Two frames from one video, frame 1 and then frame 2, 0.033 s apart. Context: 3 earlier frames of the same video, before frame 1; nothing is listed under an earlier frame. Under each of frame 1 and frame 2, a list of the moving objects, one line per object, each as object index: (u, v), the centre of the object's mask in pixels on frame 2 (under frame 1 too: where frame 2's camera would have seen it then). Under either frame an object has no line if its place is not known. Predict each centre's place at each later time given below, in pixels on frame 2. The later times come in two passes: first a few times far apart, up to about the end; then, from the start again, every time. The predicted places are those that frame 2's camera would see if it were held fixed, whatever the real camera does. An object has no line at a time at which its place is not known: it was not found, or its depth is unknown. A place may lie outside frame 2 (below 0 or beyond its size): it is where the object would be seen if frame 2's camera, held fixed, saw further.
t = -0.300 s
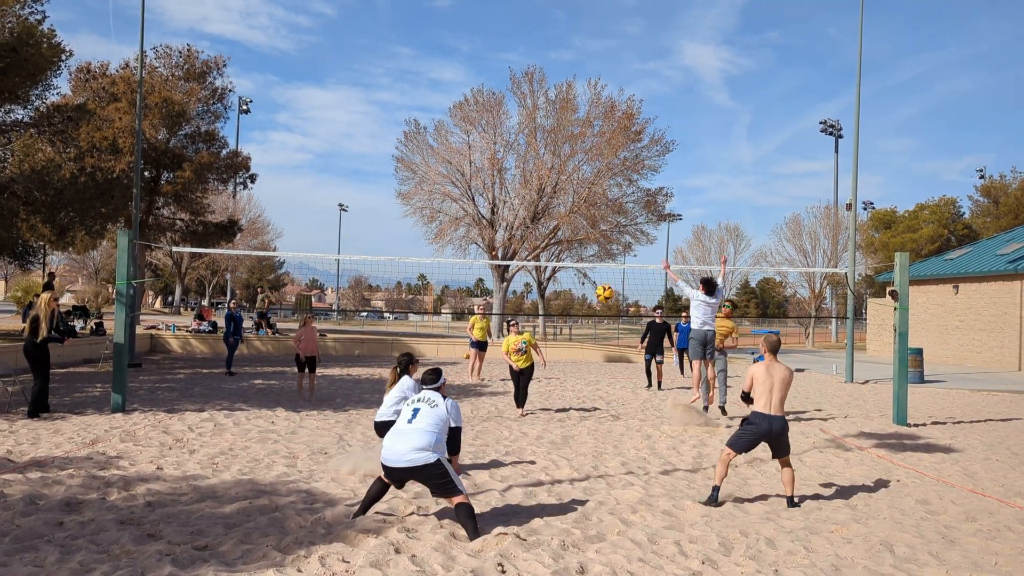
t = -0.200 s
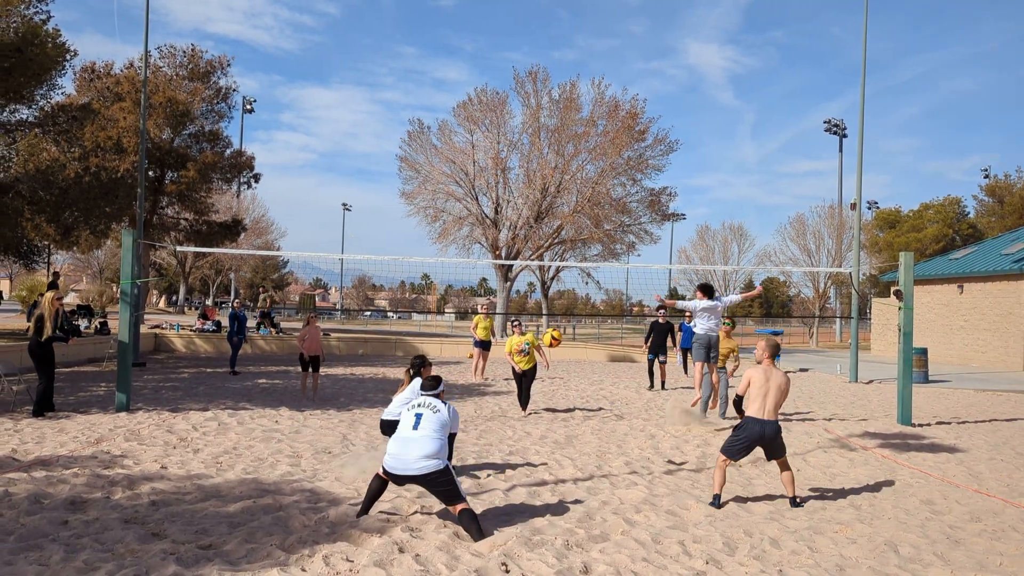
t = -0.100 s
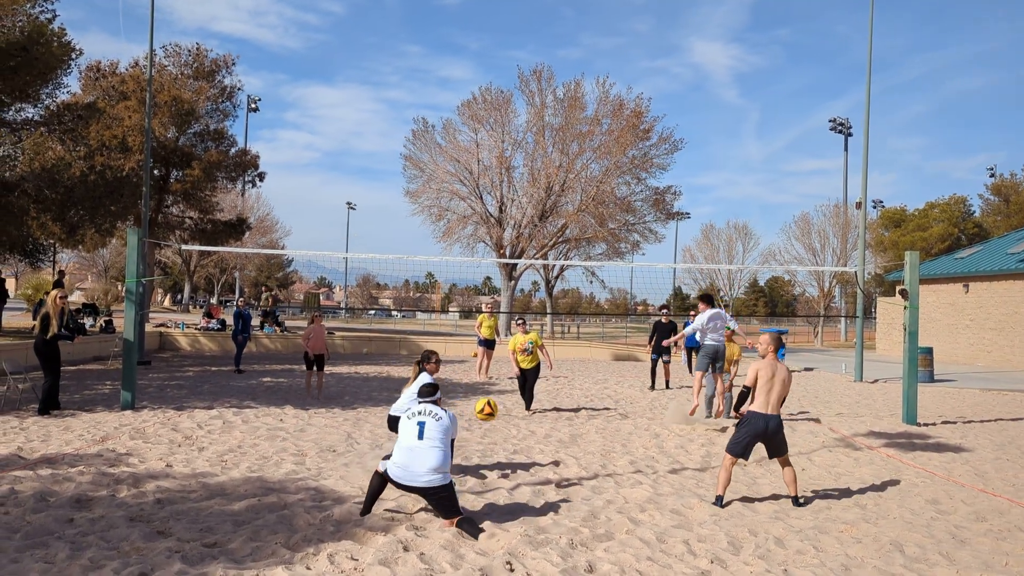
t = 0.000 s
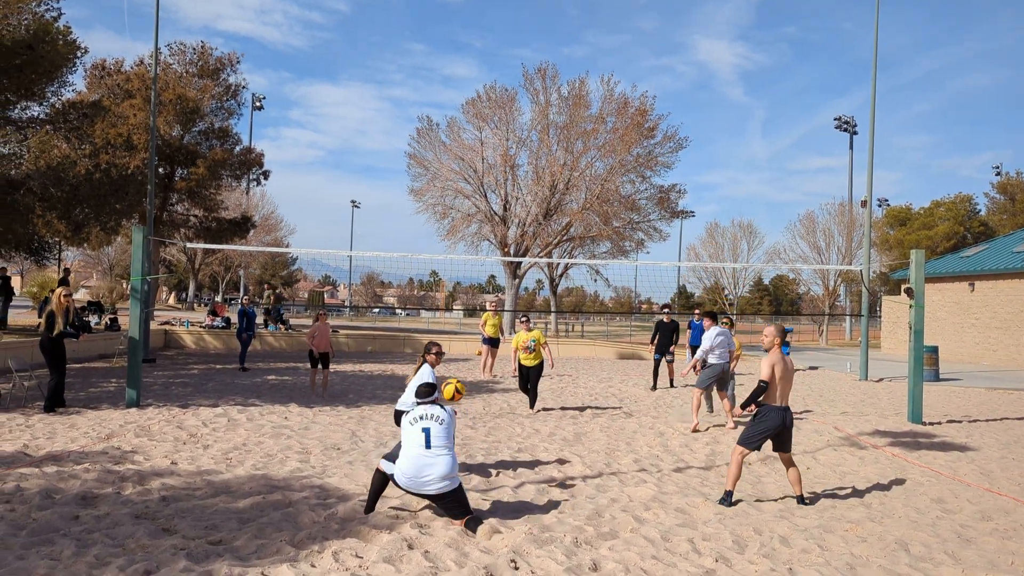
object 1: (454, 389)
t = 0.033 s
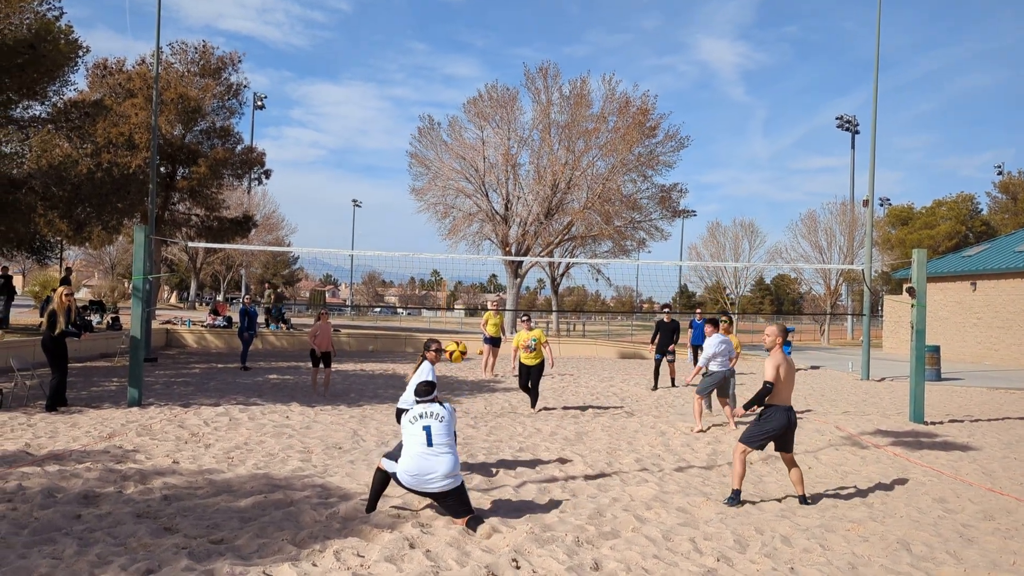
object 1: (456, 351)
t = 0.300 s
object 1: (461, 138)
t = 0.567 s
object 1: (460, 37)
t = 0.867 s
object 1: (455, 10)
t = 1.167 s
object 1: (450, 43)
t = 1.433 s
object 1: (446, 106)
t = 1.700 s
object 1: (441, 193)
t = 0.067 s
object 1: (457, 316)
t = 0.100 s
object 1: (458, 284)
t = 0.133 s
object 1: (459, 255)
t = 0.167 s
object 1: (459, 228)
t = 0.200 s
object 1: (460, 202)
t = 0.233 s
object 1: (461, 179)
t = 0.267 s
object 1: (461, 158)
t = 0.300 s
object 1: (461, 138)
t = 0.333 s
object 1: (461, 120)
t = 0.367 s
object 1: (461, 104)
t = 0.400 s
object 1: (462, 90)
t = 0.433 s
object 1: (462, 77)
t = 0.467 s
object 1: (462, 65)
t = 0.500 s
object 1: (461, 55)
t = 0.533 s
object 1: (461, 45)
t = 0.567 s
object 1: (460, 37)
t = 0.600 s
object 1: (460, 31)
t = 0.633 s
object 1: (460, 25)
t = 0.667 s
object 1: (459, 20)
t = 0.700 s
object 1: (459, 16)
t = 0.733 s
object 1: (458, 13)
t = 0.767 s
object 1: (457, 12)
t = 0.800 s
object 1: (457, 11)
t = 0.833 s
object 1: (456, 10)
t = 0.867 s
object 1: (455, 10)
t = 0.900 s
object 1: (455, 12)
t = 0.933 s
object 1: (454, 13)
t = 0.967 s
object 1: (454, 16)
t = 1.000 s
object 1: (453, 19)
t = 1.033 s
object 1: (452, 22)
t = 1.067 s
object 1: (452, 27)
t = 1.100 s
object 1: (451, 32)
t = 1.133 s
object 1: (451, 37)
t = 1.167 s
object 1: (450, 43)
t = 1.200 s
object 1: (449, 49)
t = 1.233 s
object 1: (449, 56)
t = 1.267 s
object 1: (449, 63)
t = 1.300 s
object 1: (448, 71)
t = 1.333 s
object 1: (447, 79)
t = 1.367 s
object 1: (447, 88)
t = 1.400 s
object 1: (446, 97)
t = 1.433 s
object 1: (446, 106)
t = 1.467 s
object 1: (445, 116)
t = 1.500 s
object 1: (445, 126)
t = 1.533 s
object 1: (444, 136)
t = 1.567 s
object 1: (444, 147)
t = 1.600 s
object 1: (443, 159)
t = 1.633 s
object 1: (442, 170)
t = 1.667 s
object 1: (442, 182)
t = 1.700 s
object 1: (441, 193)
